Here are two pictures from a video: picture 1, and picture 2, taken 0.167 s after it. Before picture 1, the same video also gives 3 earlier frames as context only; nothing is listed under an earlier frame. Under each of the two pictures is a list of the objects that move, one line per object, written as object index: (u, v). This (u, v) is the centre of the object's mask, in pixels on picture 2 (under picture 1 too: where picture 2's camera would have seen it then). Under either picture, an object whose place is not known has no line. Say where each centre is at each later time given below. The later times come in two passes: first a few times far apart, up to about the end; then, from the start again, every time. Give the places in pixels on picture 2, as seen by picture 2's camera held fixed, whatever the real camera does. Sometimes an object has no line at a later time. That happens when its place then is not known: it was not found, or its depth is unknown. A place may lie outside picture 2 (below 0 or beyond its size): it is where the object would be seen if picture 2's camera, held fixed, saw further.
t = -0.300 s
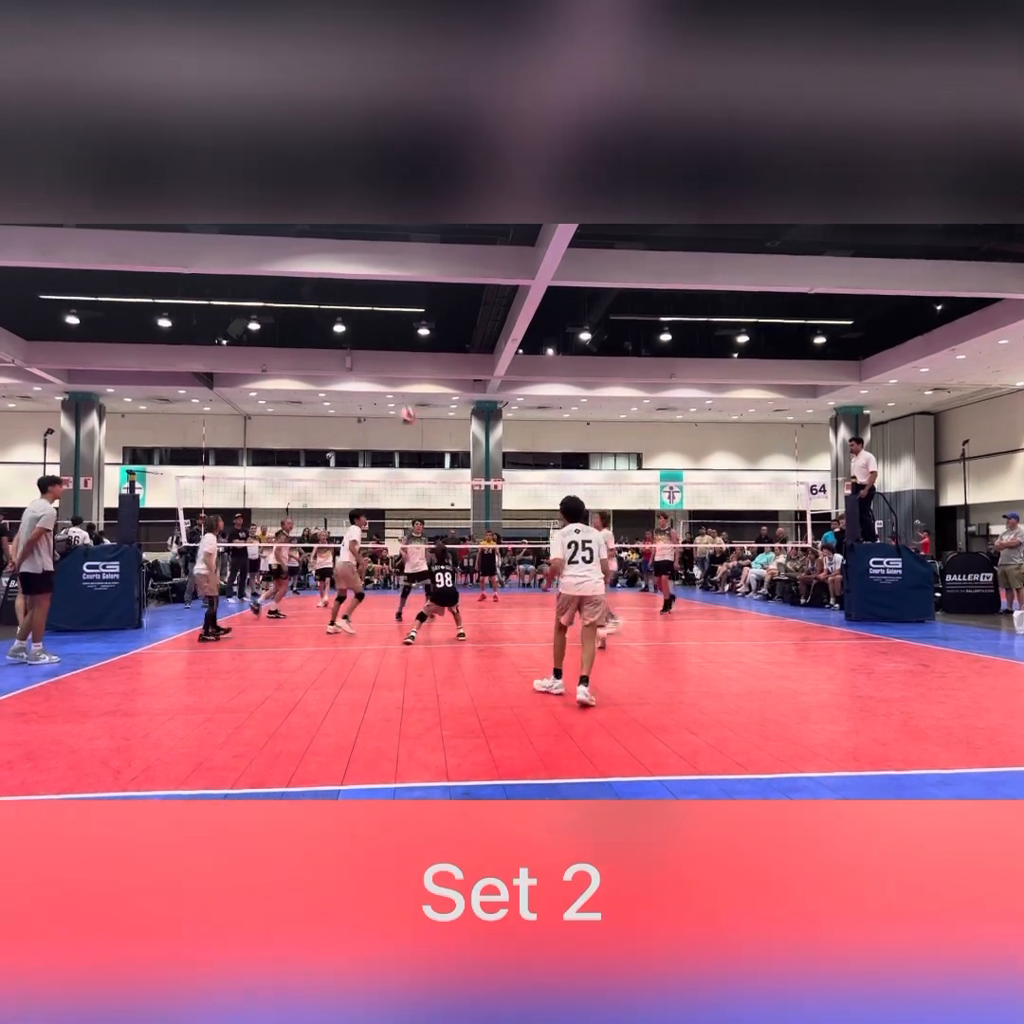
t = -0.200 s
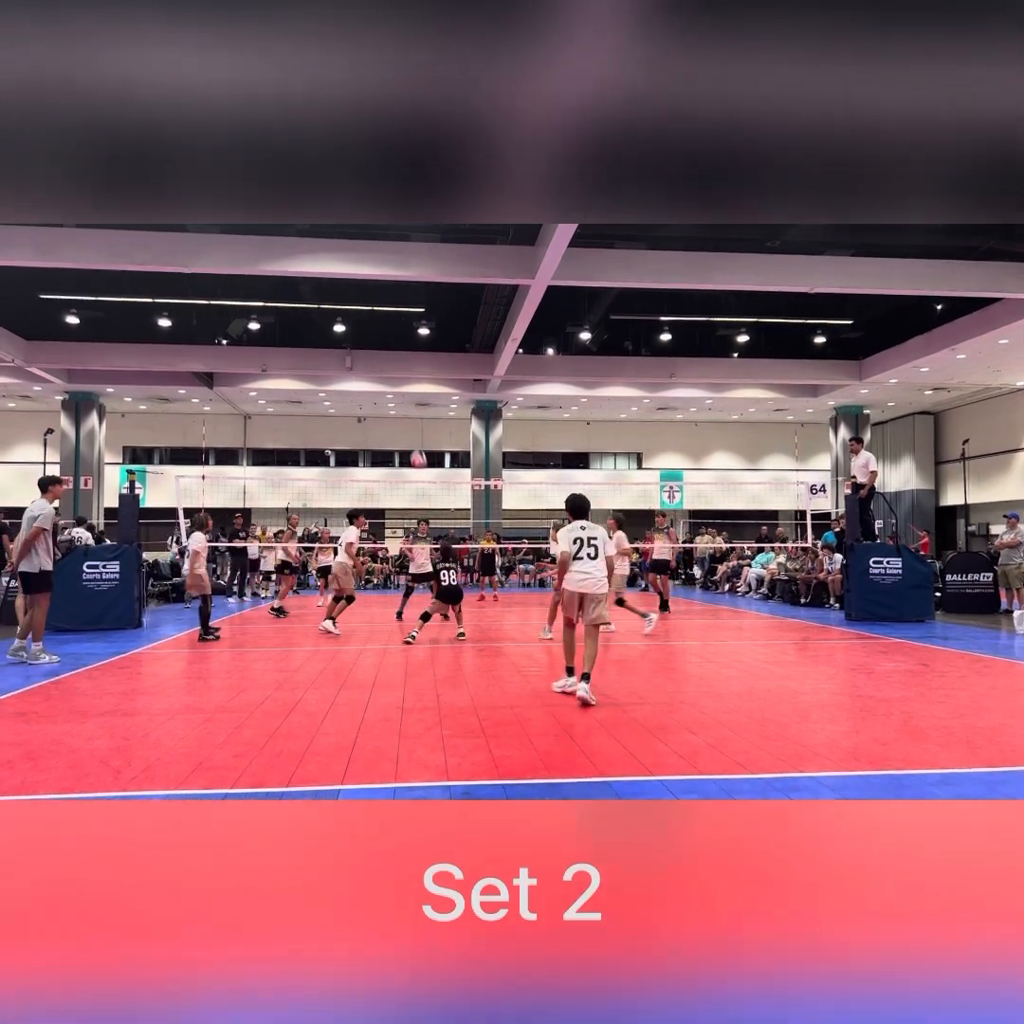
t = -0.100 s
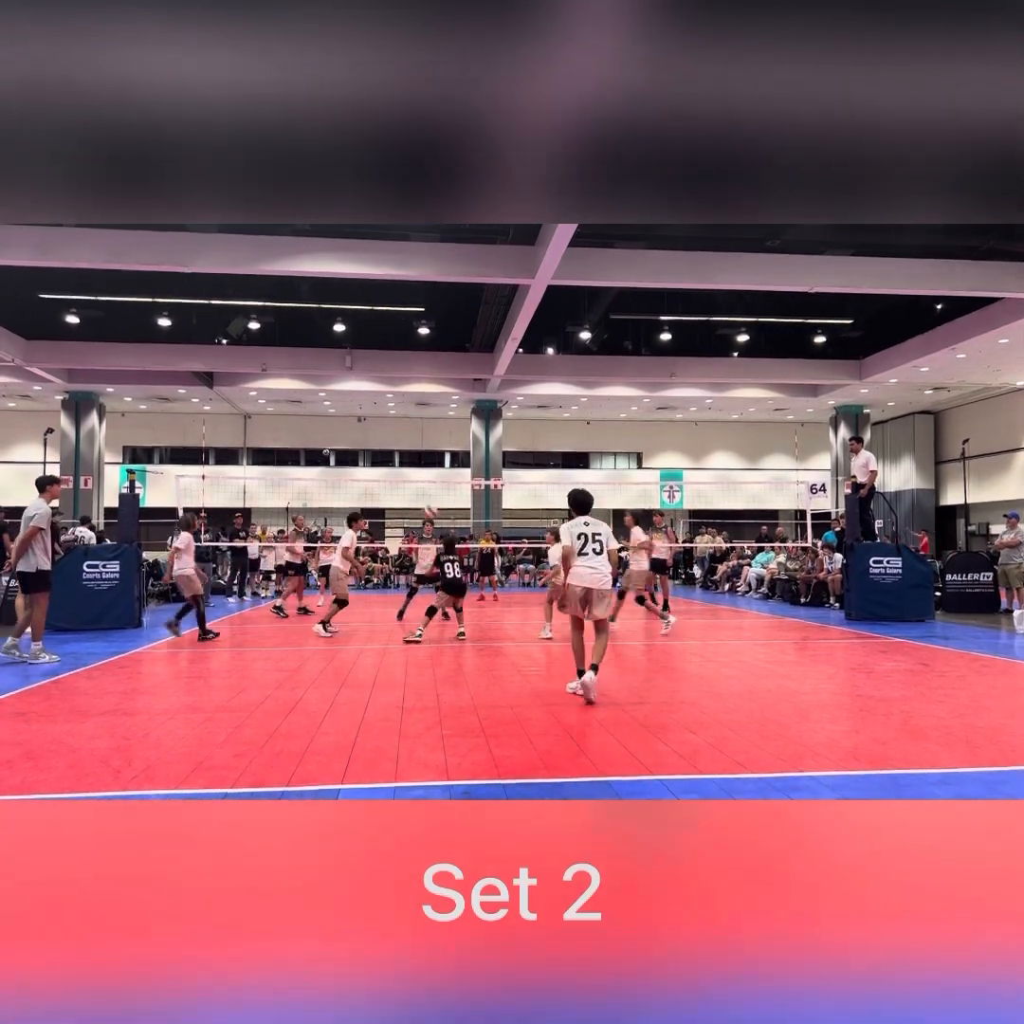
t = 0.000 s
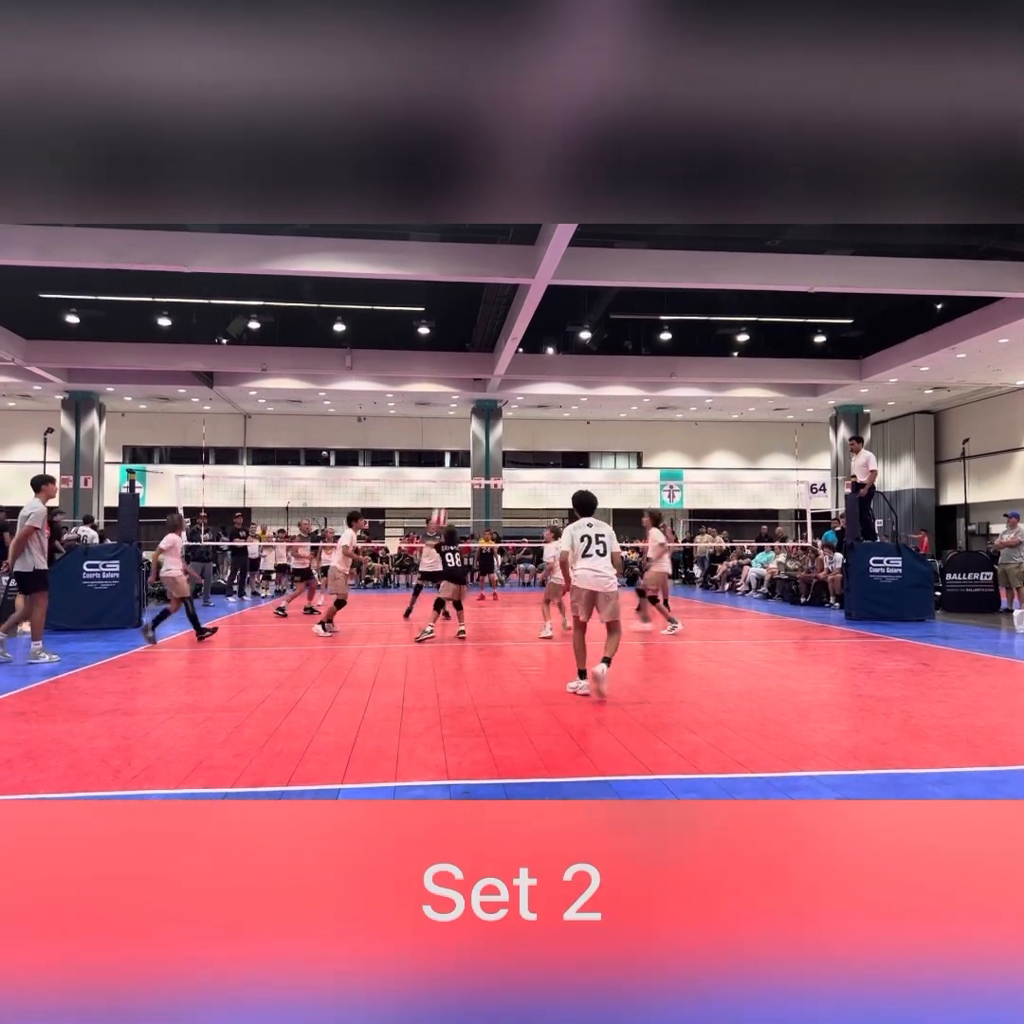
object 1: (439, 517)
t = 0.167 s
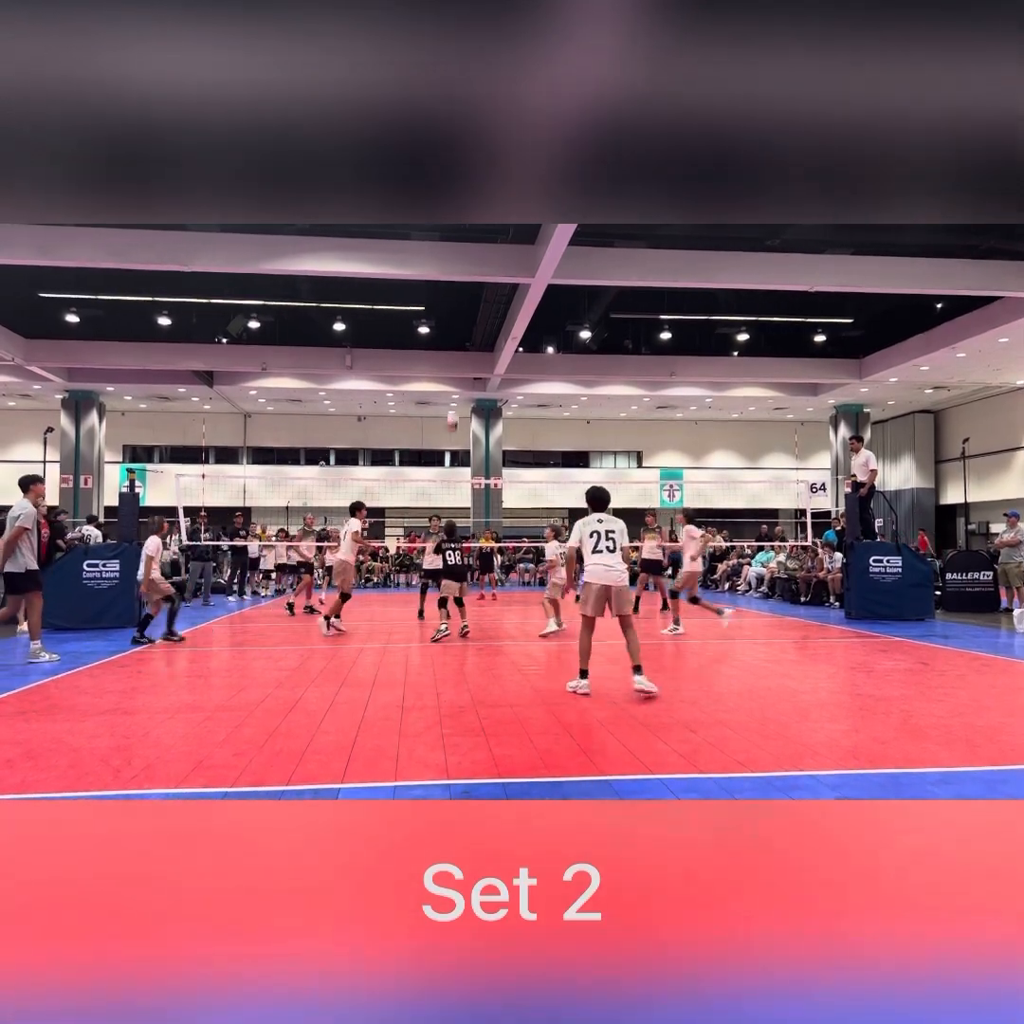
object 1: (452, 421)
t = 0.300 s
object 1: (460, 363)
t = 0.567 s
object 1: (478, 292)
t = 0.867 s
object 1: (497, 275)
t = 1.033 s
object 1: (507, 293)
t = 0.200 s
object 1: (454, 406)
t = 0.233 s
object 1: (457, 390)
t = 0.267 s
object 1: (459, 375)
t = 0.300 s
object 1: (460, 363)
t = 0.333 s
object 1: (463, 351)
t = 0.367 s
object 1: (465, 340)
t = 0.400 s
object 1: (467, 330)
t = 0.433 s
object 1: (469, 320)
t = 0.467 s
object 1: (472, 312)
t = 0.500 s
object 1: (474, 304)
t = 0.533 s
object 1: (476, 298)
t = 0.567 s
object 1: (478, 292)
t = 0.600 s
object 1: (480, 286)
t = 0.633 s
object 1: (483, 282)
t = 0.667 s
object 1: (485, 279)
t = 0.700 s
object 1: (487, 276)
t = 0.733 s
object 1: (489, 274)
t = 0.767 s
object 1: (491, 273)
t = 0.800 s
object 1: (493, 273)
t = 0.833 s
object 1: (495, 273)
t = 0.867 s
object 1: (497, 275)
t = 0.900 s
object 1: (499, 276)
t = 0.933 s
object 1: (501, 280)
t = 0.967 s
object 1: (503, 284)
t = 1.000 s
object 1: (505, 288)
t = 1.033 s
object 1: (507, 293)
